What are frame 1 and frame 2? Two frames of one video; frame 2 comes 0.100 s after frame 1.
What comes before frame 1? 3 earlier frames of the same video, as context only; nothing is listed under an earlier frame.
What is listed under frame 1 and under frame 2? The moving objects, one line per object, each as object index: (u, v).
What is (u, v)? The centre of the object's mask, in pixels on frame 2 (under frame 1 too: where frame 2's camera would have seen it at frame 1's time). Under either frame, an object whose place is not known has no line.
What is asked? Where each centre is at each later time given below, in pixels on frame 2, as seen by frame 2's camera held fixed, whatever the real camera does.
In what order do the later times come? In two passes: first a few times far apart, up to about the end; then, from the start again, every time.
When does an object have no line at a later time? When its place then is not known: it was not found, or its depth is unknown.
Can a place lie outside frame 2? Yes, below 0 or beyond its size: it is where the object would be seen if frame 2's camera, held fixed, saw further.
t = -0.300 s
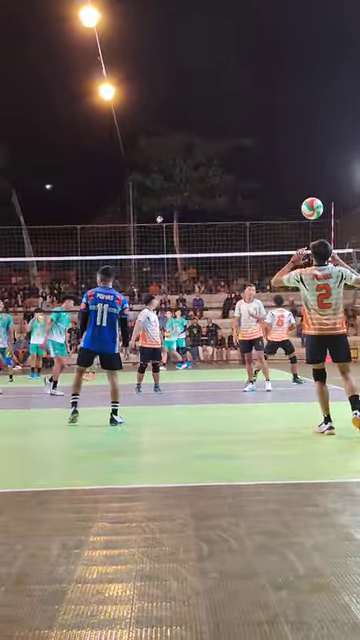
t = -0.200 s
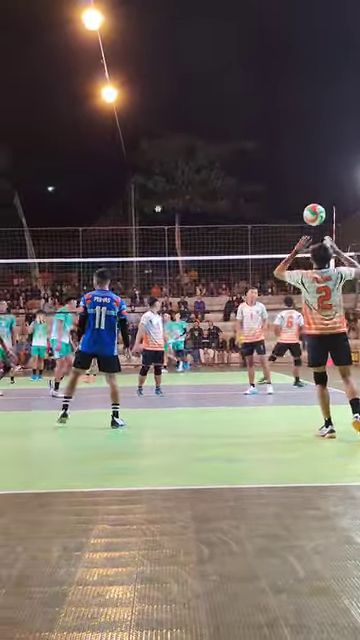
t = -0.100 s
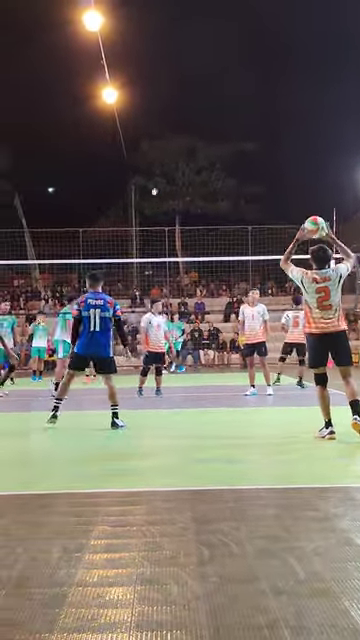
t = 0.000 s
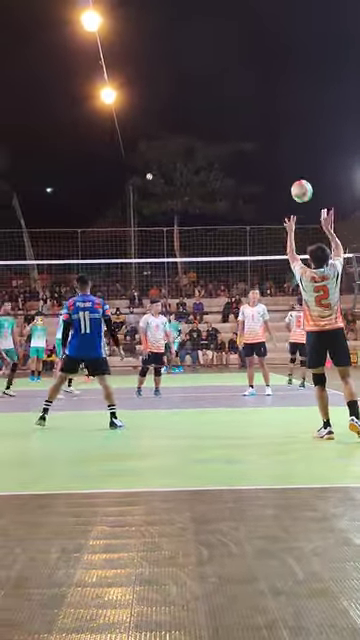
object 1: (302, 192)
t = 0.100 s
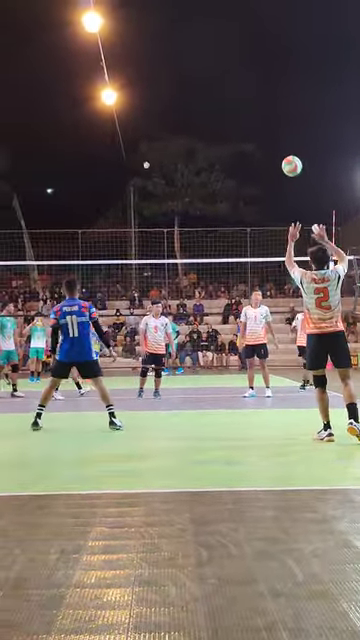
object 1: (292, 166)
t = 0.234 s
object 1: (279, 148)
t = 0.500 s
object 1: (259, 156)
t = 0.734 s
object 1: (248, 199)
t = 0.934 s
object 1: (240, 260)
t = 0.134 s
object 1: (288, 159)
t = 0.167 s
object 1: (285, 154)
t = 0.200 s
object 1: (282, 151)
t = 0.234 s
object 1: (279, 148)
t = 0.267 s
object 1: (276, 145)
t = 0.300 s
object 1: (274, 145)
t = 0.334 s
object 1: (271, 144)
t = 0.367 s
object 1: (269, 145)
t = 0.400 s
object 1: (266, 146)
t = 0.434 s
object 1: (264, 149)
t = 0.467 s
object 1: (262, 152)
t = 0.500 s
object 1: (259, 156)
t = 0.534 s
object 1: (258, 160)
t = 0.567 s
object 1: (256, 165)
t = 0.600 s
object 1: (254, 171)
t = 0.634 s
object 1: (253, 177)
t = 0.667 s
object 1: (251, 184)
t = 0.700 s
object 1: (249, 191)
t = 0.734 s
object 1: (248, 199)
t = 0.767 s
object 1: (247, 207)
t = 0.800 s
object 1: (245, 216)
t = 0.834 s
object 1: (244, 225)
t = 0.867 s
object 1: (243, 235)
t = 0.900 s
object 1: (242, 245)
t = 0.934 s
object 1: (240, 260)
